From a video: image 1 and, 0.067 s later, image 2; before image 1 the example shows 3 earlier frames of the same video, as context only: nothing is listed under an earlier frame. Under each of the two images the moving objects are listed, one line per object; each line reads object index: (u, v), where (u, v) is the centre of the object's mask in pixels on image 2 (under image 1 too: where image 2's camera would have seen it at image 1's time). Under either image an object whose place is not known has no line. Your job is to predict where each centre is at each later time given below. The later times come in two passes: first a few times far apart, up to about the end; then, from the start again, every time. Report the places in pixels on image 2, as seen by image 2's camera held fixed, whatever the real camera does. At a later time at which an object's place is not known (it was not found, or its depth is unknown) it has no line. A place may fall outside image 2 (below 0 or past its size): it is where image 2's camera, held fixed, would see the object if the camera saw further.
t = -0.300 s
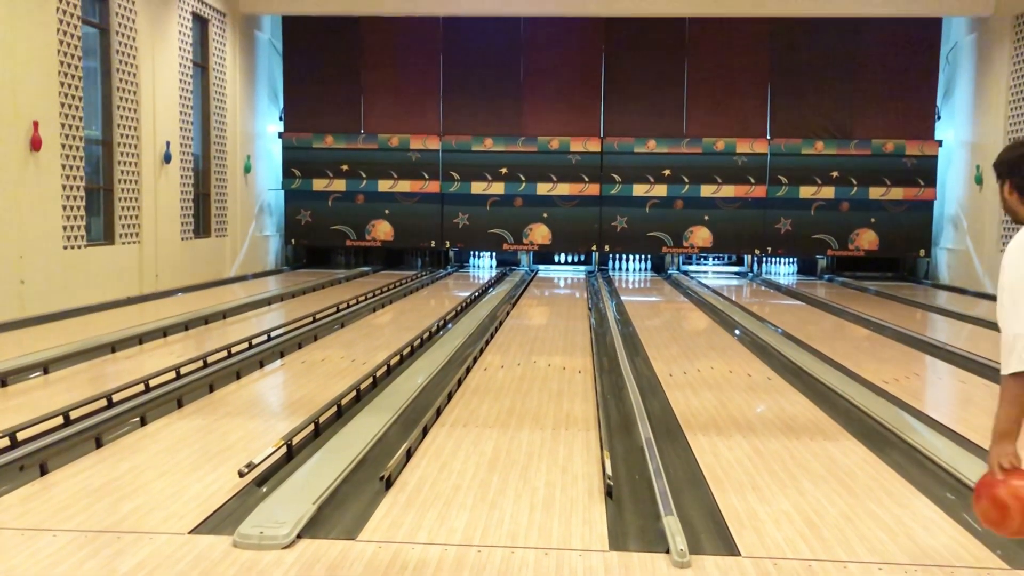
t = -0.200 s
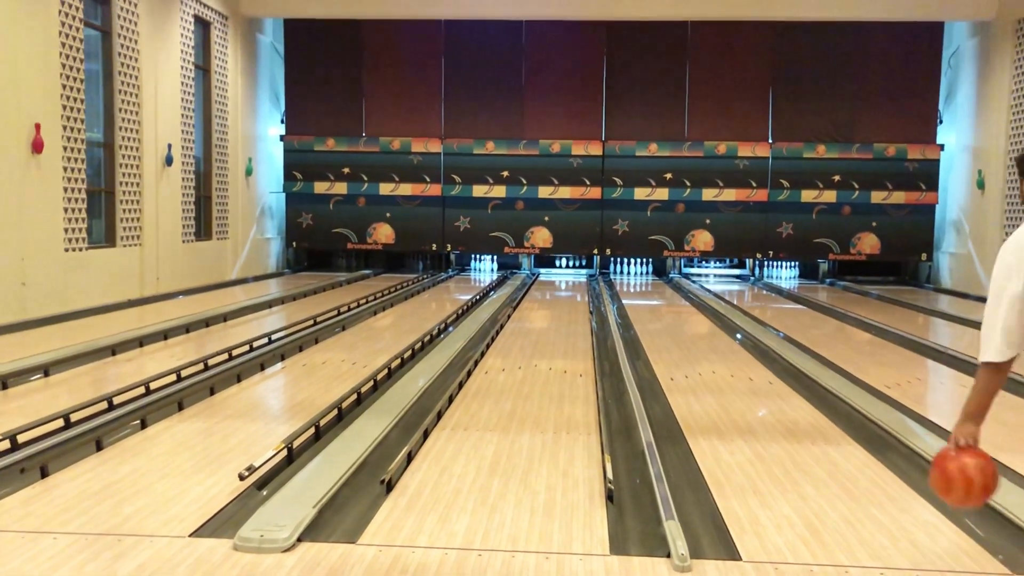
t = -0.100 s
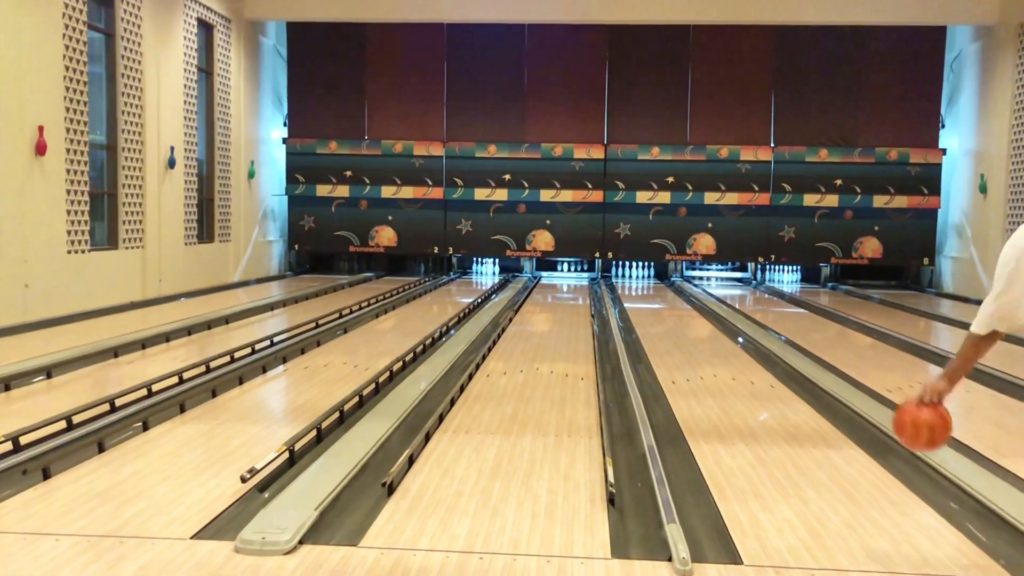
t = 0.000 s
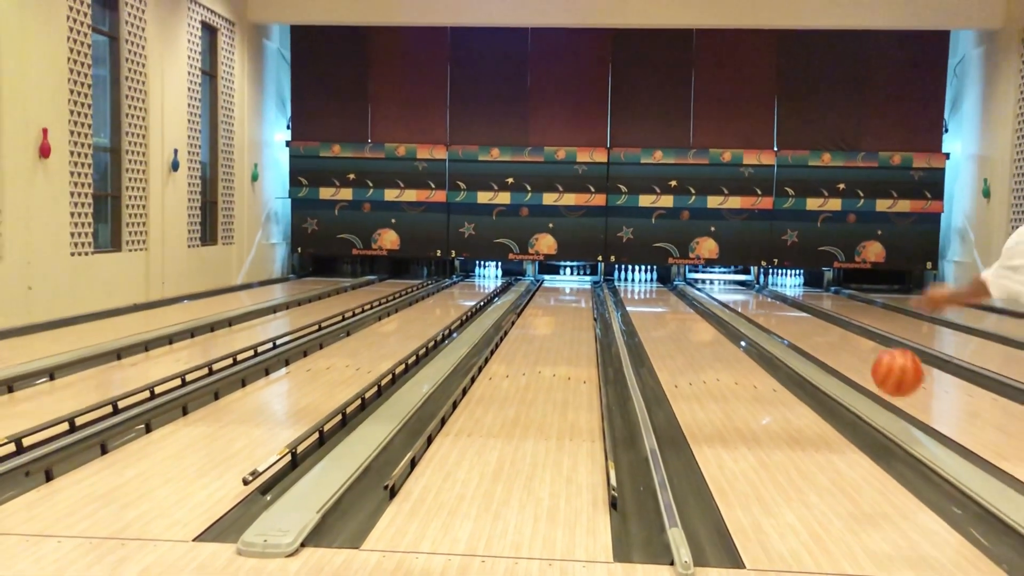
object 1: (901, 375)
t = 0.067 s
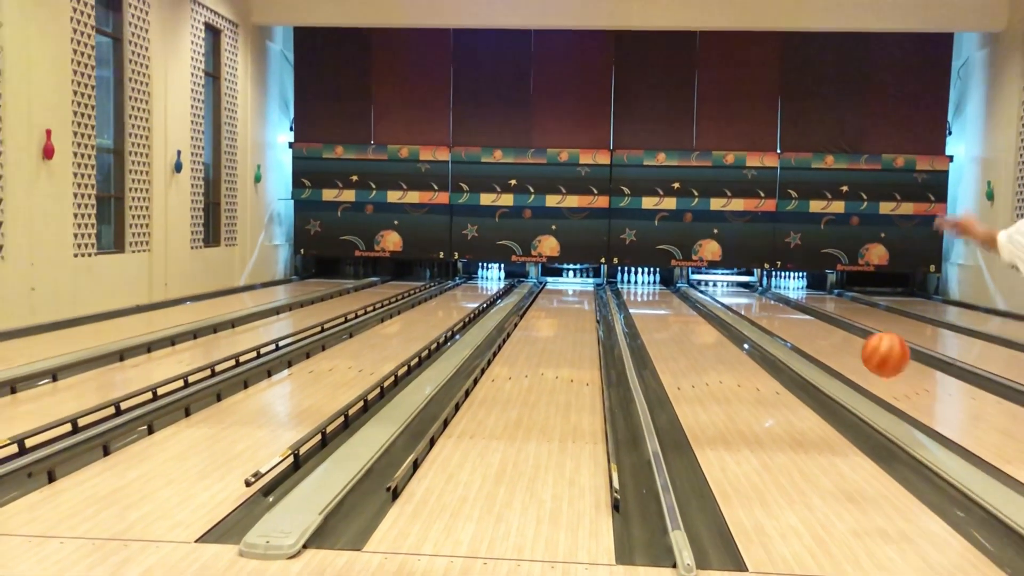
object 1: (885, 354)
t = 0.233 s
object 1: (853, 346)
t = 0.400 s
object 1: (825, 382)
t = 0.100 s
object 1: (878, 348)
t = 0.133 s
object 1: (871, 344)
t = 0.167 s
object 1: (865, 343)
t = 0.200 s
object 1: (859, 344)
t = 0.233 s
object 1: (853, 346)
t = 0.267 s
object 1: (847, 351)
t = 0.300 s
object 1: (842, 358)
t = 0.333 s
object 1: (836, 364)
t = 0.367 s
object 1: (831, 373)
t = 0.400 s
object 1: (825, 382)
